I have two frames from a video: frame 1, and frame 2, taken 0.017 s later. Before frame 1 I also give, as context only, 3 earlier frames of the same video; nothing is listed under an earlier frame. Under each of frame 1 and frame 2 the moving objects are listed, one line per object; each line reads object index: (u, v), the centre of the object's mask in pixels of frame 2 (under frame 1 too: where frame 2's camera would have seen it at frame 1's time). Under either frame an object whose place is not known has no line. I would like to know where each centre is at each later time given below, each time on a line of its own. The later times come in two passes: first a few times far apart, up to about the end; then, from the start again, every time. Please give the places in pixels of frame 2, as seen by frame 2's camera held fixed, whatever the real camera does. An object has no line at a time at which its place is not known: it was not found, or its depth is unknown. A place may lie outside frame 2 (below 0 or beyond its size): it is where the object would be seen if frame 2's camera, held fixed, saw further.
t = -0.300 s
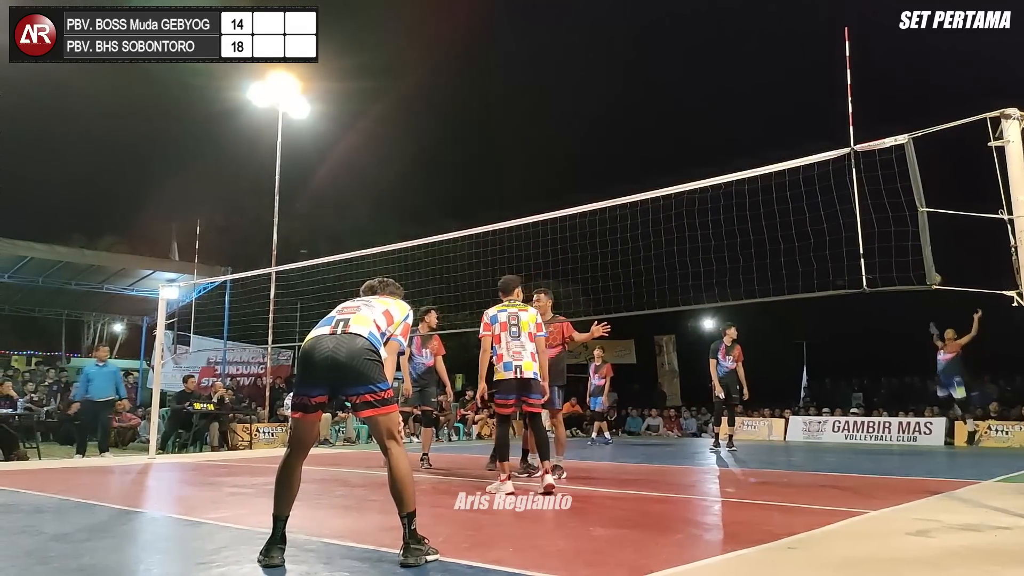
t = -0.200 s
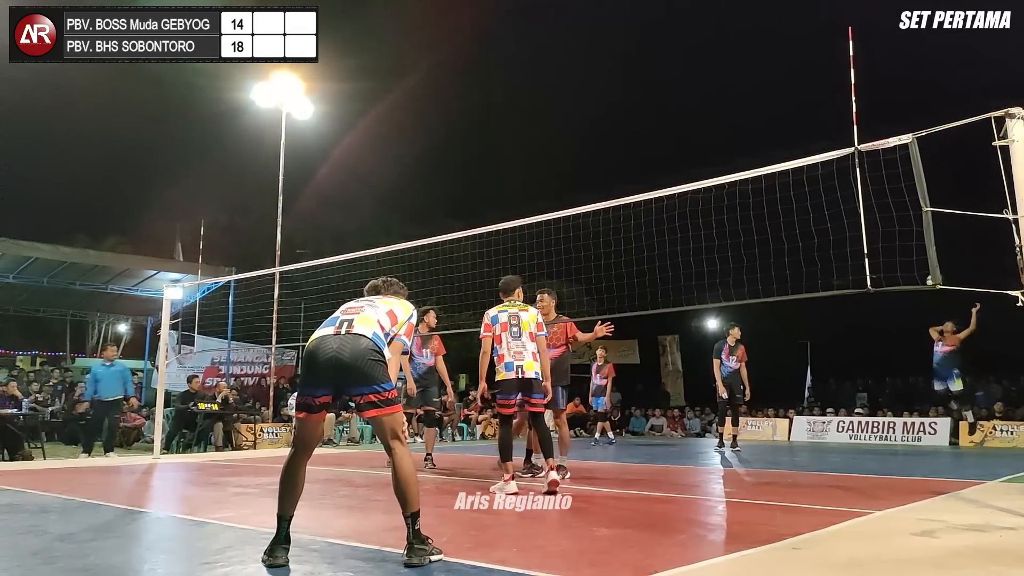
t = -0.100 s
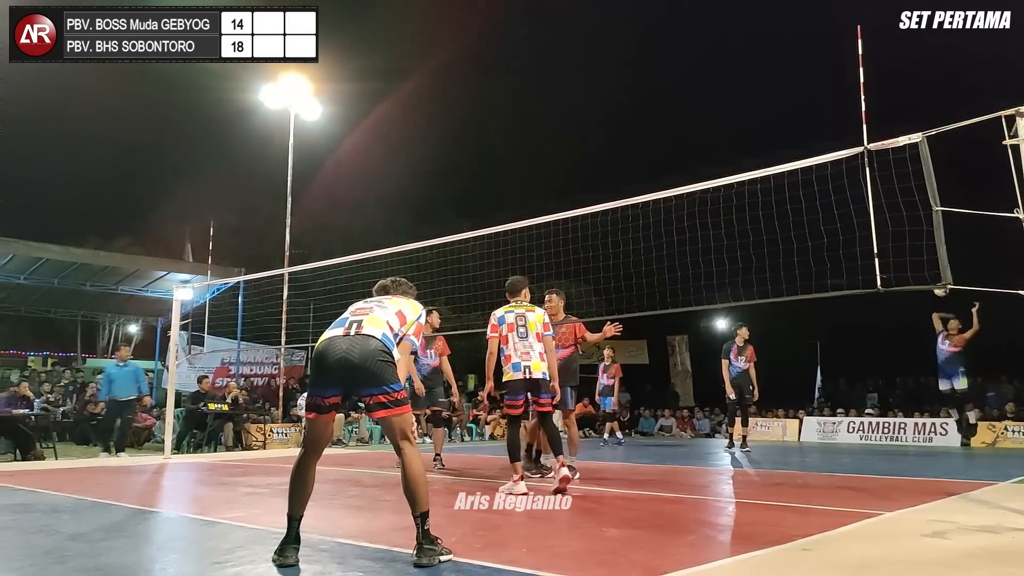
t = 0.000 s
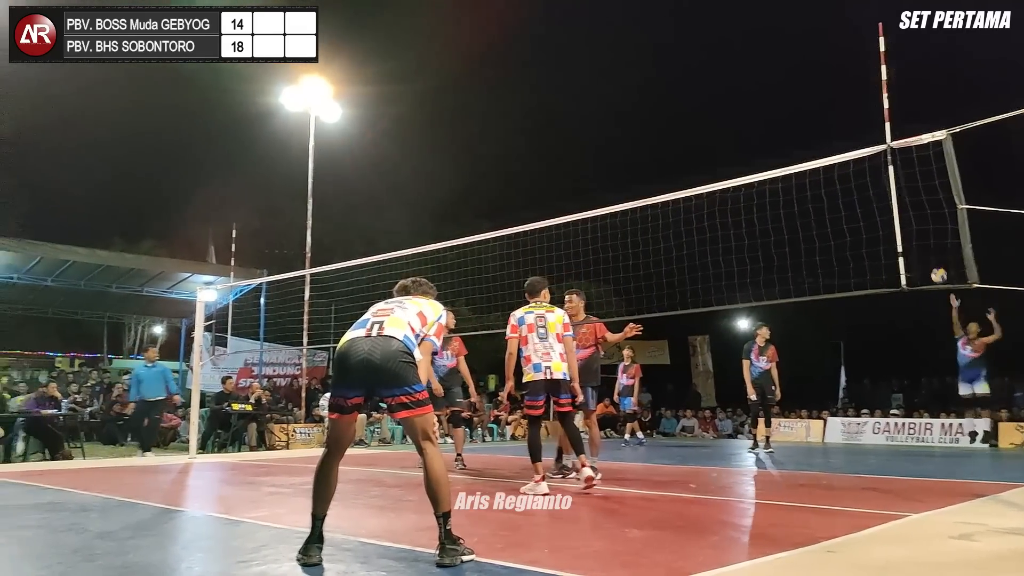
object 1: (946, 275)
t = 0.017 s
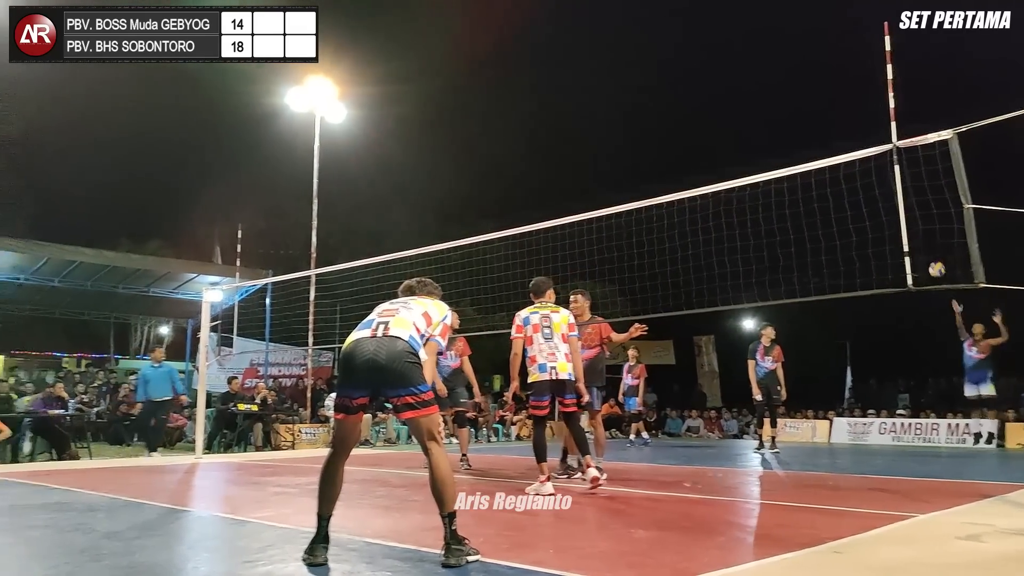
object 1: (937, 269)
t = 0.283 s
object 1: (781, 187)
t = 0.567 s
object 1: (562, 113)
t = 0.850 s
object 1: (219, 66)
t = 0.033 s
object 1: (928, 264)
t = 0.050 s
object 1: (918, 258)
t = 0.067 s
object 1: (910, 253)
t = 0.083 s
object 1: (899, 249)
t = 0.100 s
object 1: (890, 243)
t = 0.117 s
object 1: (880, 238)
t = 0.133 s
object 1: (871, 232)
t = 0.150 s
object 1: (861, 227)
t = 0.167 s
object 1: (851, 222)
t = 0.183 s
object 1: (841, 216)
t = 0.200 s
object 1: (831, 211)
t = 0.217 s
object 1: (821, 206)
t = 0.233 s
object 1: (812, 201)
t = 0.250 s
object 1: (801, 196)
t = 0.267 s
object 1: (791, 191)
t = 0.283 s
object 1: (781, 187)
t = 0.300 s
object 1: (771, 185)
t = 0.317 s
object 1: (758, 173)
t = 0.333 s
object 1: (747, 171)
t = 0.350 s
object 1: (736, 168)
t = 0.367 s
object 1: (724, 163)
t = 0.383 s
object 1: (712, 159)
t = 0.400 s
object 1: (700, 154)
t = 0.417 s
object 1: (688, 149)
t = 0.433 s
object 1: (675, 145)
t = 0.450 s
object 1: (662, 141)
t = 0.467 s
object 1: (649, 136)
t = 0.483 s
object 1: (635, 132)
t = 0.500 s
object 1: (622, 128)
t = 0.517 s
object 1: (607, 124)
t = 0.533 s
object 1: (593, 120)
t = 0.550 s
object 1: (578, 116)
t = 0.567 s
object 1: (562, 113)
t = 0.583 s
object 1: (547, 109)
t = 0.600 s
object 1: (531, 105)
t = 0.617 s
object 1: (514, 102)
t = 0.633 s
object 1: (497, 99)
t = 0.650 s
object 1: (480, 95)
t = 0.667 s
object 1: (462, 92)
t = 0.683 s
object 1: (443, 89)
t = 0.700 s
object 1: (424, 87)
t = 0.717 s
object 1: (404, 84)
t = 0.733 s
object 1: (384, 81)
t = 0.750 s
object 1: (363, 79)
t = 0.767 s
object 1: (346, 75)
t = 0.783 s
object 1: (319, 72)
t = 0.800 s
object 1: (294, 68)
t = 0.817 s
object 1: (271, 71)
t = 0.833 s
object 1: (245, 68)
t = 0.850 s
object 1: (219, 66)
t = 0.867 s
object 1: (191, 65)
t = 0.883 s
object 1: (162, 63)
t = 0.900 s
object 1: (132, 62)
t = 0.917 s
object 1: (102, 62)
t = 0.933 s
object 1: (69, 62)
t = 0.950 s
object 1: (36, 62)
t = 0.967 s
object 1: (0, 62)
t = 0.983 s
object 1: (-37, 63)
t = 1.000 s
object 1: (-76, 64)
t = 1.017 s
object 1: (-123, 66)
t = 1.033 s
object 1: (-167, 68)
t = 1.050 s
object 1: (-215, 70)
